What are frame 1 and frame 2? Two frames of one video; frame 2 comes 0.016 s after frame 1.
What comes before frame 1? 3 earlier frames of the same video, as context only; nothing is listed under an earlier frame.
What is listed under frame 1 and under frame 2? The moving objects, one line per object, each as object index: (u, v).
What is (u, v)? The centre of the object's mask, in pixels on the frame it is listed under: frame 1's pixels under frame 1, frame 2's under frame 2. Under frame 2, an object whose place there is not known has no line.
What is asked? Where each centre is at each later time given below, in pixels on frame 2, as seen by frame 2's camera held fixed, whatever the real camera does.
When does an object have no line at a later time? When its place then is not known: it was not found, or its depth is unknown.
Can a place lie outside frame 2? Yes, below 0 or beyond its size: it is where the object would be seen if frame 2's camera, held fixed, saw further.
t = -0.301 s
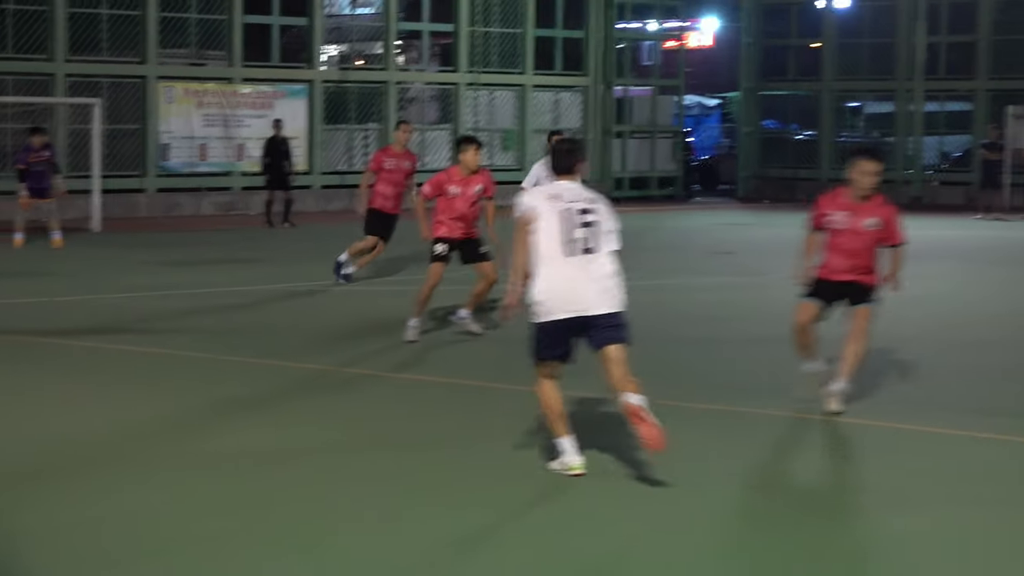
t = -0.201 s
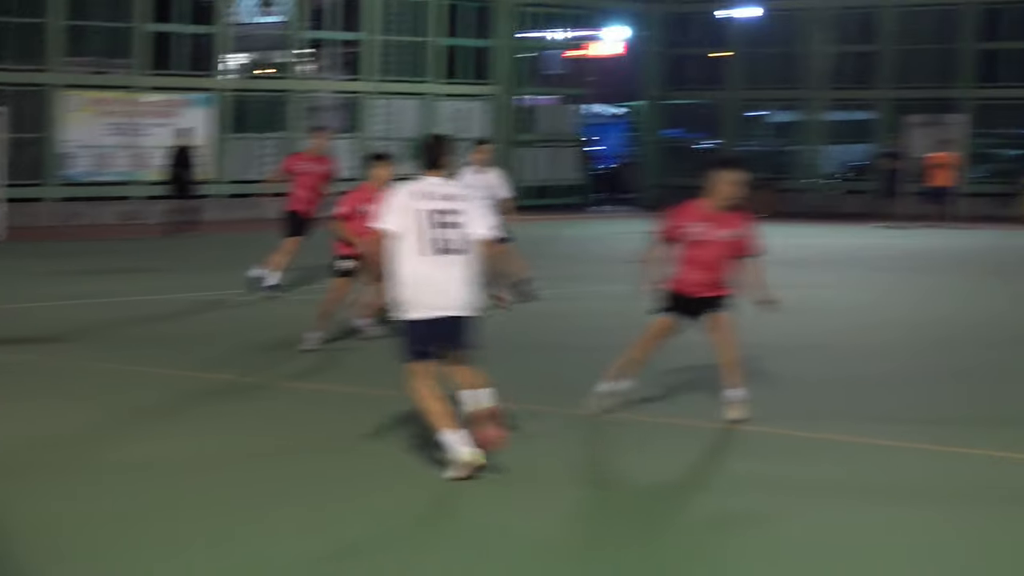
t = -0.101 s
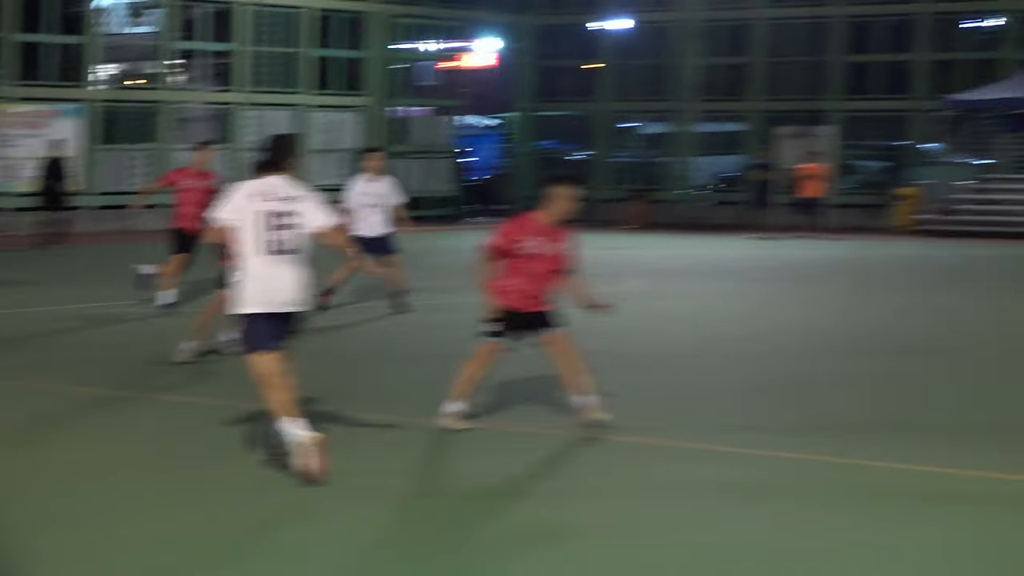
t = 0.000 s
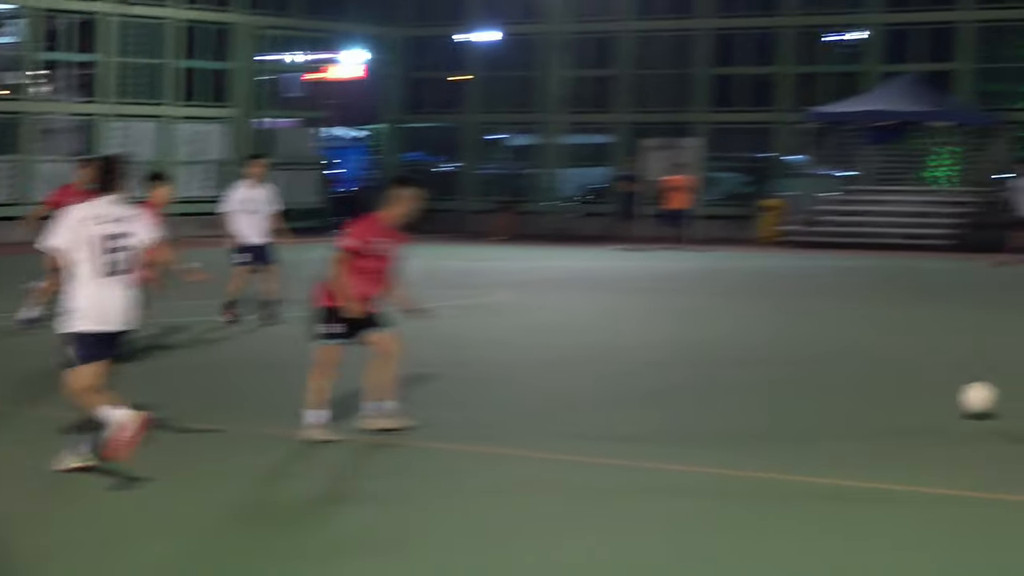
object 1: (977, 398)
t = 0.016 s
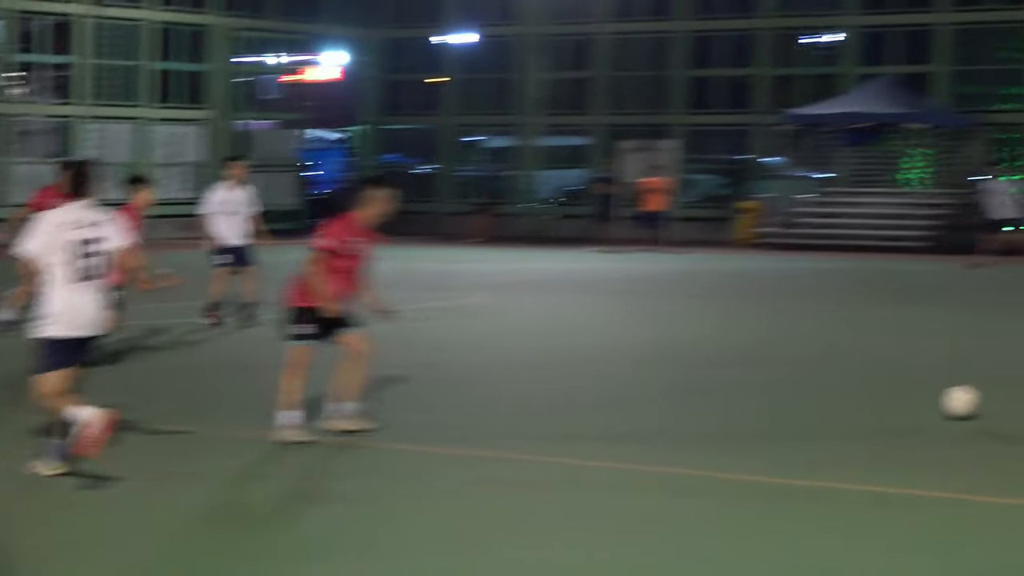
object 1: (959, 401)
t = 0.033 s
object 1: (970, 405)
